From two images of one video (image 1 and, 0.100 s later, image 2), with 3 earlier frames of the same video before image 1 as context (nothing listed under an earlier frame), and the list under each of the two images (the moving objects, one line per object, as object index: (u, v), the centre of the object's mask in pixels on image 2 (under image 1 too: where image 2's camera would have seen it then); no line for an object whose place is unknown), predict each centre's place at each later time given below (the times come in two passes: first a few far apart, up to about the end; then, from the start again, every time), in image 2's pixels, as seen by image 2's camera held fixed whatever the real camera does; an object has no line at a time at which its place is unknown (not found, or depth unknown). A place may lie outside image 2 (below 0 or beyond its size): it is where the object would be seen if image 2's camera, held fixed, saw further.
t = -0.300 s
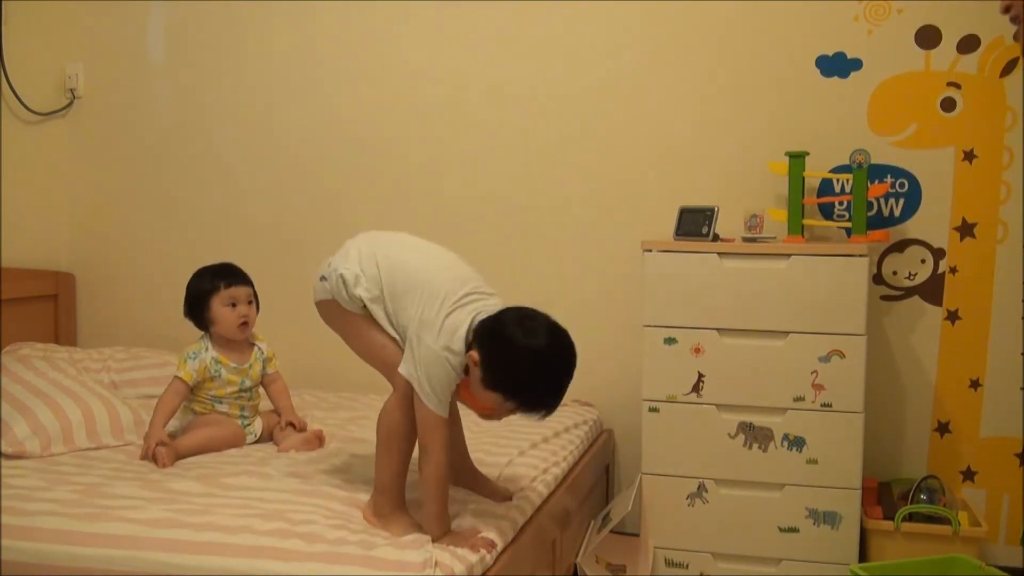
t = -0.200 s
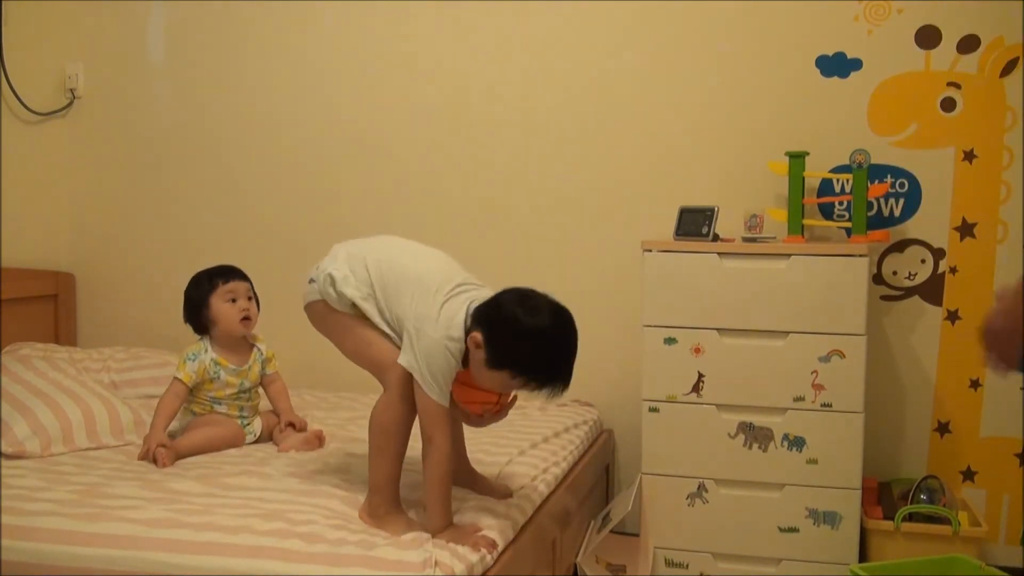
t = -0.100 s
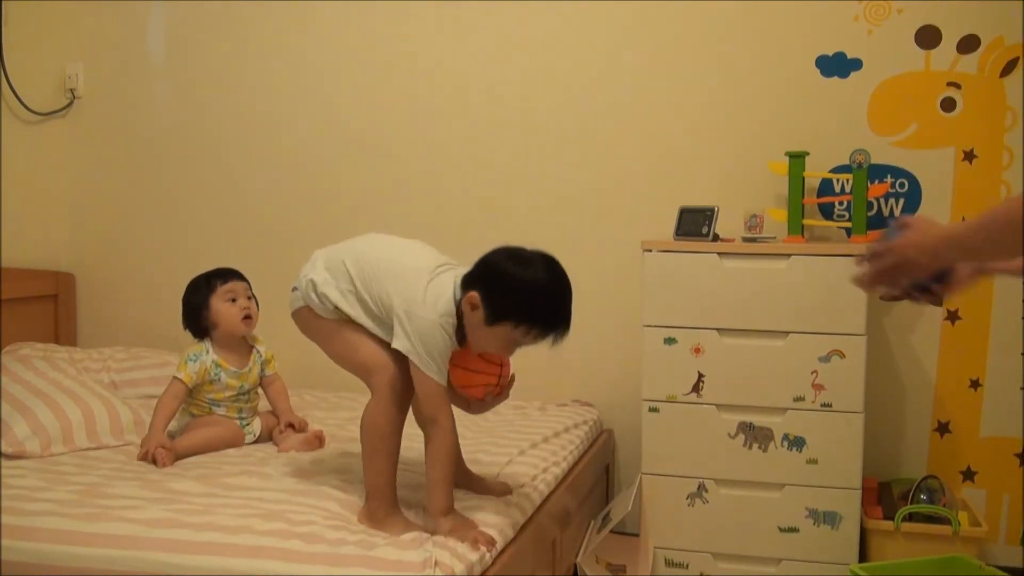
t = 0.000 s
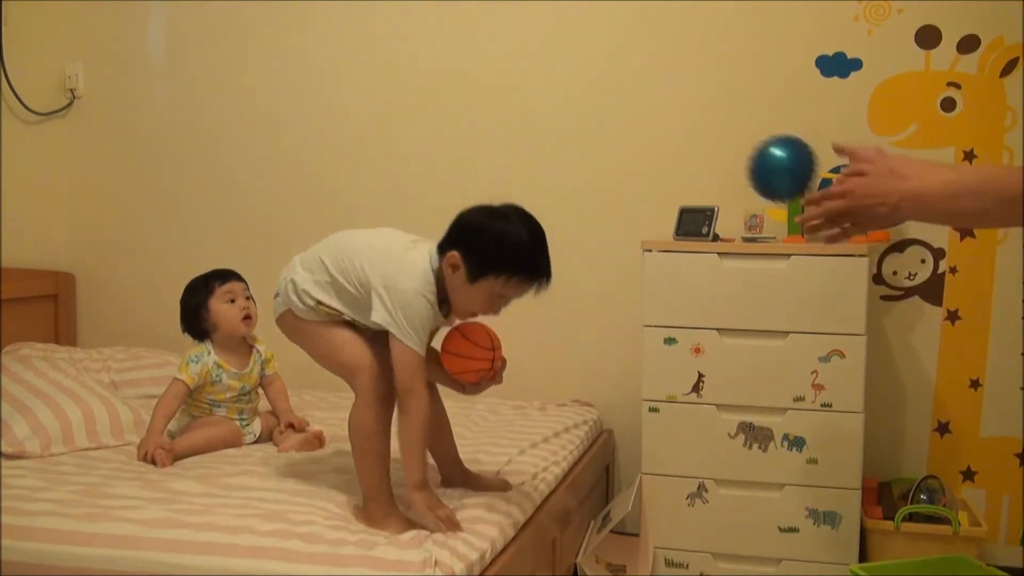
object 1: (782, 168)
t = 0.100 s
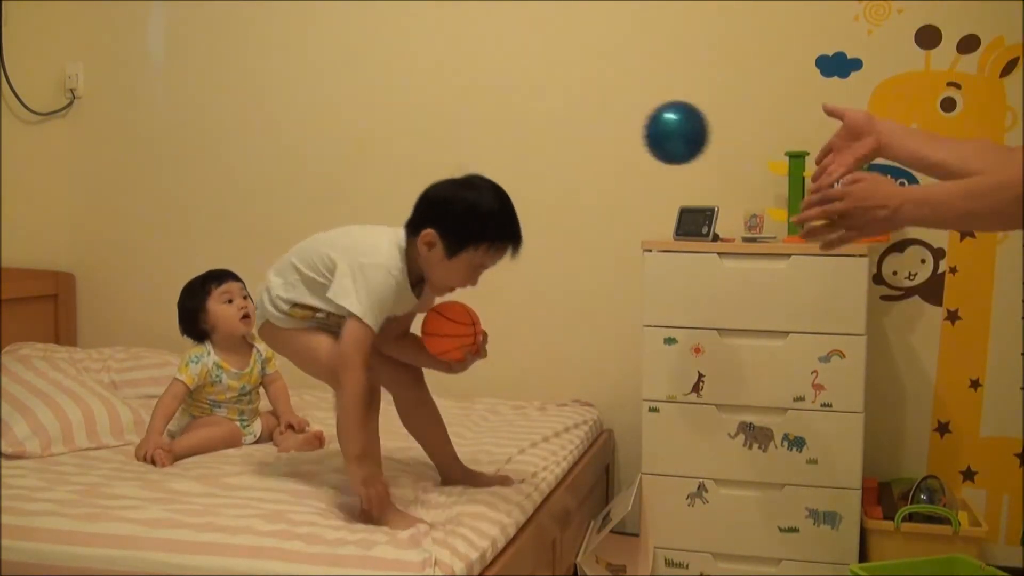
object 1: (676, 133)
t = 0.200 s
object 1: (583, 146)
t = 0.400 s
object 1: (428, 286)
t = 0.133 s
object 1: (644, 132)
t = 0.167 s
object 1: (613, 137)
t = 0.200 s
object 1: (583, 146)
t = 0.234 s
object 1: (555, 159)
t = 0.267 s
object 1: (528, 177)
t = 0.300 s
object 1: (501, 199)
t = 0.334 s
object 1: (476, 224)
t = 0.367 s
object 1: (452, 253)
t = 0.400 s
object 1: (428, 286)
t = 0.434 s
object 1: (405, 322)
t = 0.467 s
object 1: (383, 361)
